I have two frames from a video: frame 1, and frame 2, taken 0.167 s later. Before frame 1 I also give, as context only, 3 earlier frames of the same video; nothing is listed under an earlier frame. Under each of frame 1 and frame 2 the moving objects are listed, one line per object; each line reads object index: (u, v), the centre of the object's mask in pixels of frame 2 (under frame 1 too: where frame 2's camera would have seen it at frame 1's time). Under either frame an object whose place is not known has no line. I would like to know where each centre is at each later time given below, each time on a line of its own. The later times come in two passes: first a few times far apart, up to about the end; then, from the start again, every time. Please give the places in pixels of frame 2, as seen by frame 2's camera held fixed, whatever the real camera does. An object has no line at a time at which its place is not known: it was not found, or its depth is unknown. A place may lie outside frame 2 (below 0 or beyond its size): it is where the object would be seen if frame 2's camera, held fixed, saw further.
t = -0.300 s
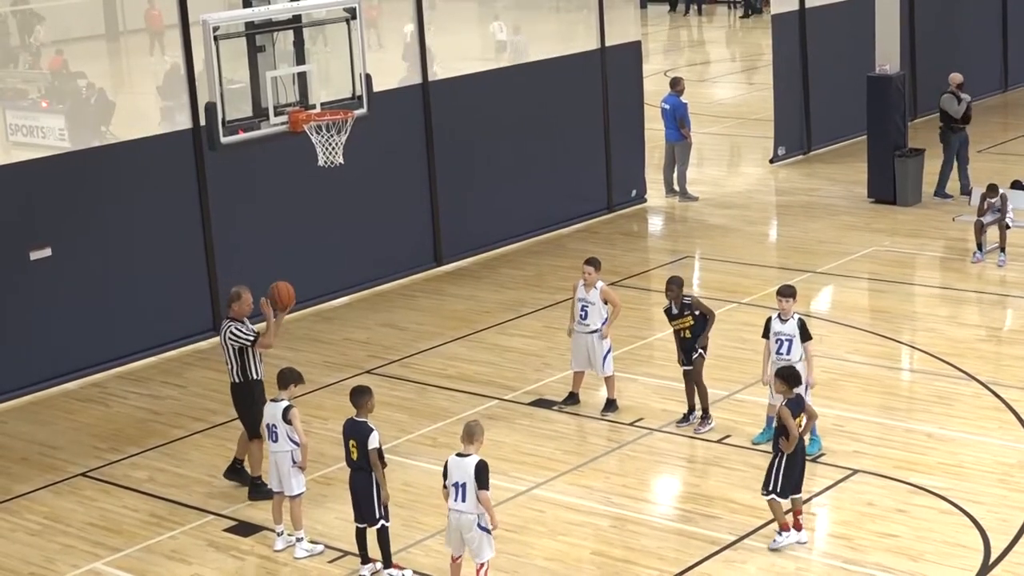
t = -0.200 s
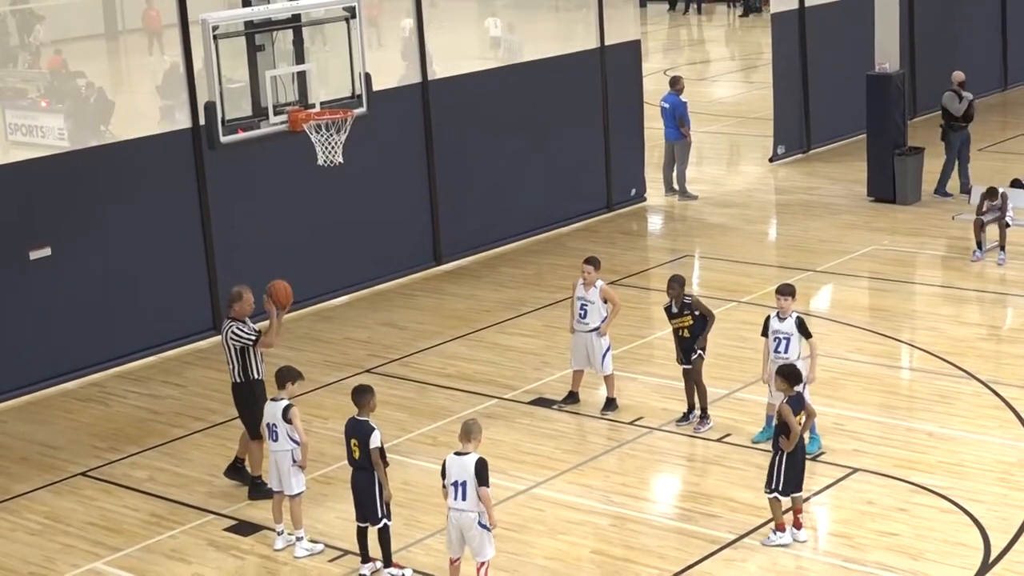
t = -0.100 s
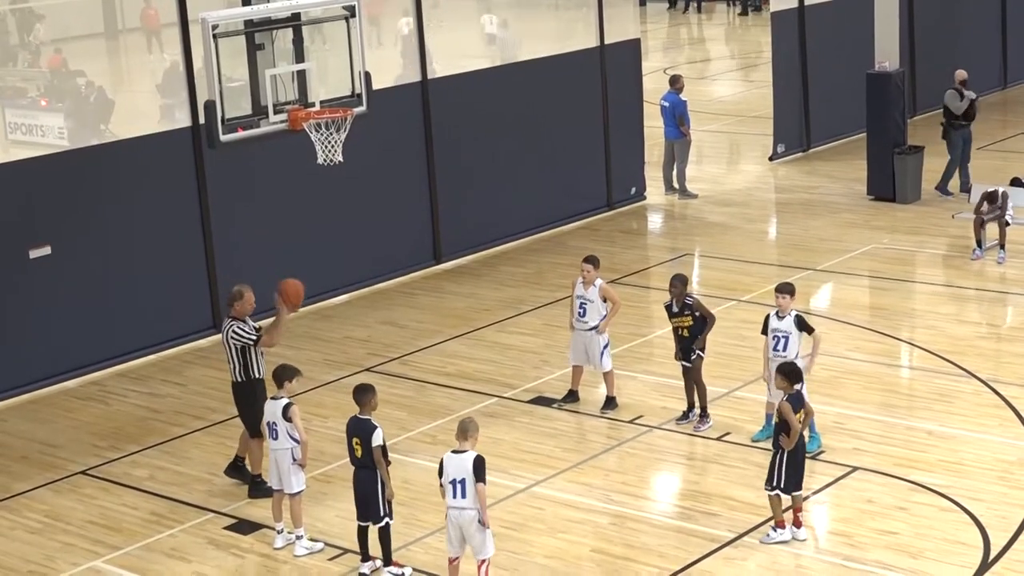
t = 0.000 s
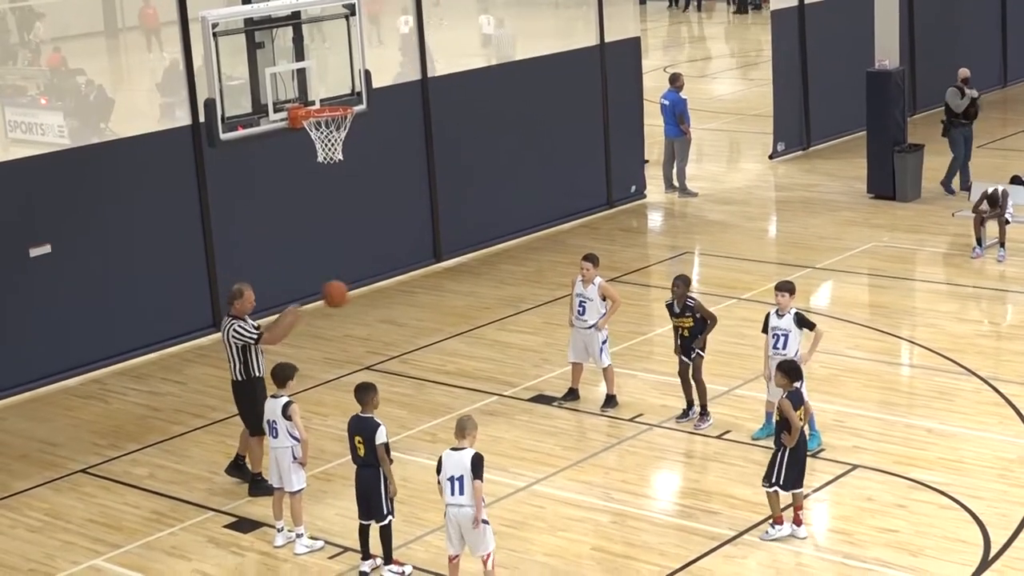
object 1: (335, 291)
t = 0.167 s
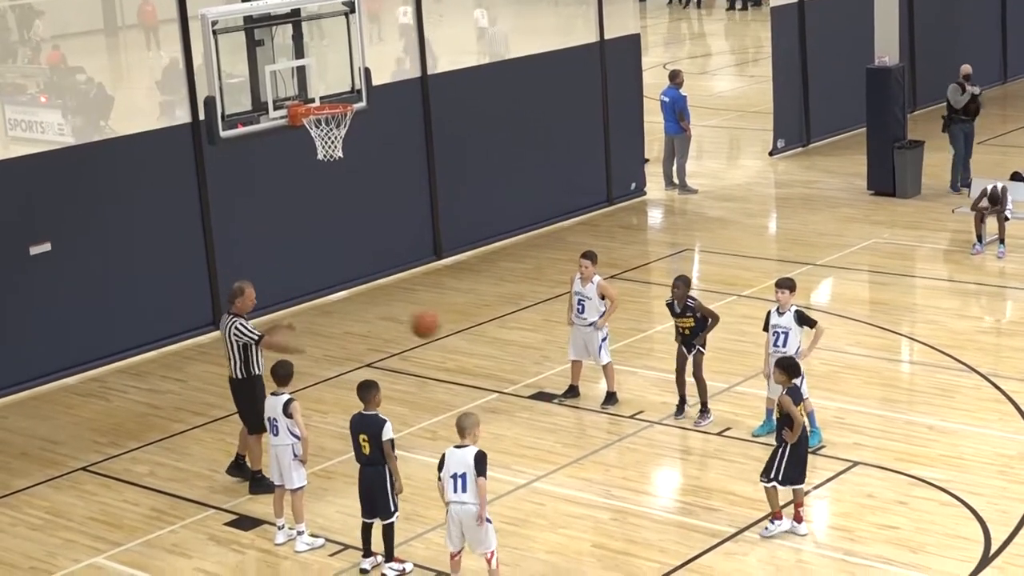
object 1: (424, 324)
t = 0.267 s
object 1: (479, 360)
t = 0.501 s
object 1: (611, 492)
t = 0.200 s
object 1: (442, 336)
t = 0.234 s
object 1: (461, 348)
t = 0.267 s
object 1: (479, 360)
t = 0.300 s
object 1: (498, 375)
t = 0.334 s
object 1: (516, 391)
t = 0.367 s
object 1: (535, 409)
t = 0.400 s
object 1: (554, 428)
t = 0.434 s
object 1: (573, 447)
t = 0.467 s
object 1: (592, 468)
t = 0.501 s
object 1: (611, 492)
